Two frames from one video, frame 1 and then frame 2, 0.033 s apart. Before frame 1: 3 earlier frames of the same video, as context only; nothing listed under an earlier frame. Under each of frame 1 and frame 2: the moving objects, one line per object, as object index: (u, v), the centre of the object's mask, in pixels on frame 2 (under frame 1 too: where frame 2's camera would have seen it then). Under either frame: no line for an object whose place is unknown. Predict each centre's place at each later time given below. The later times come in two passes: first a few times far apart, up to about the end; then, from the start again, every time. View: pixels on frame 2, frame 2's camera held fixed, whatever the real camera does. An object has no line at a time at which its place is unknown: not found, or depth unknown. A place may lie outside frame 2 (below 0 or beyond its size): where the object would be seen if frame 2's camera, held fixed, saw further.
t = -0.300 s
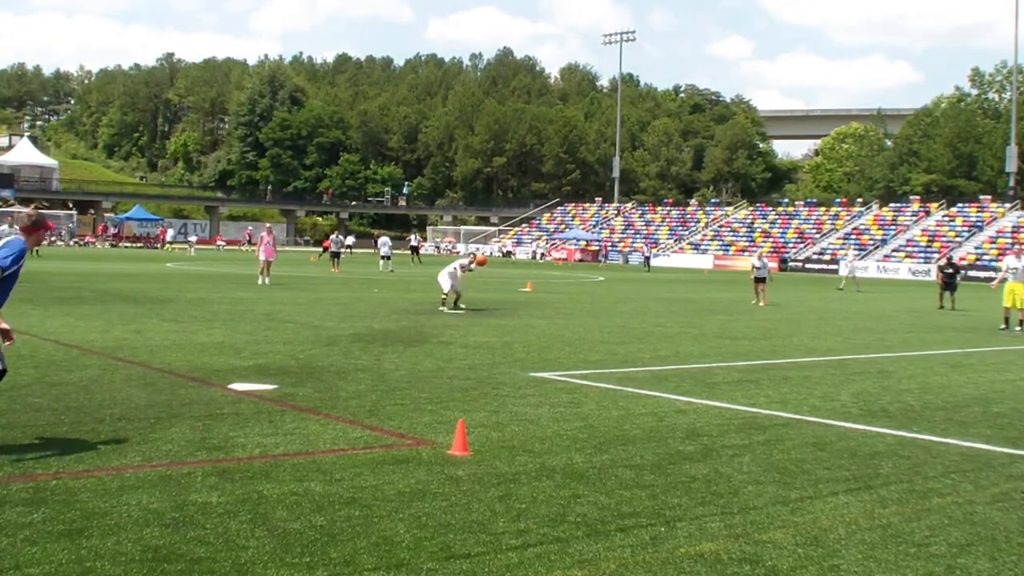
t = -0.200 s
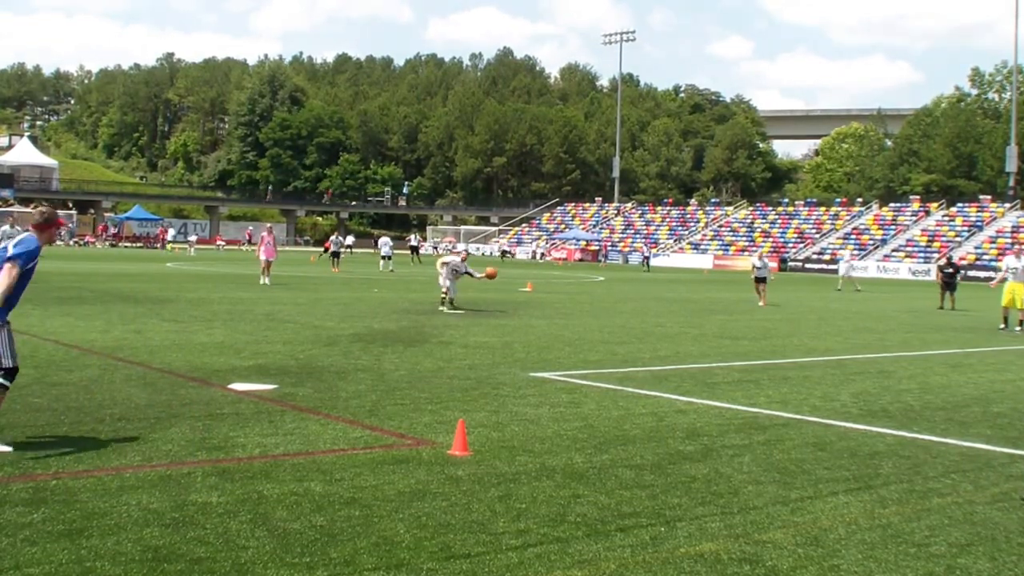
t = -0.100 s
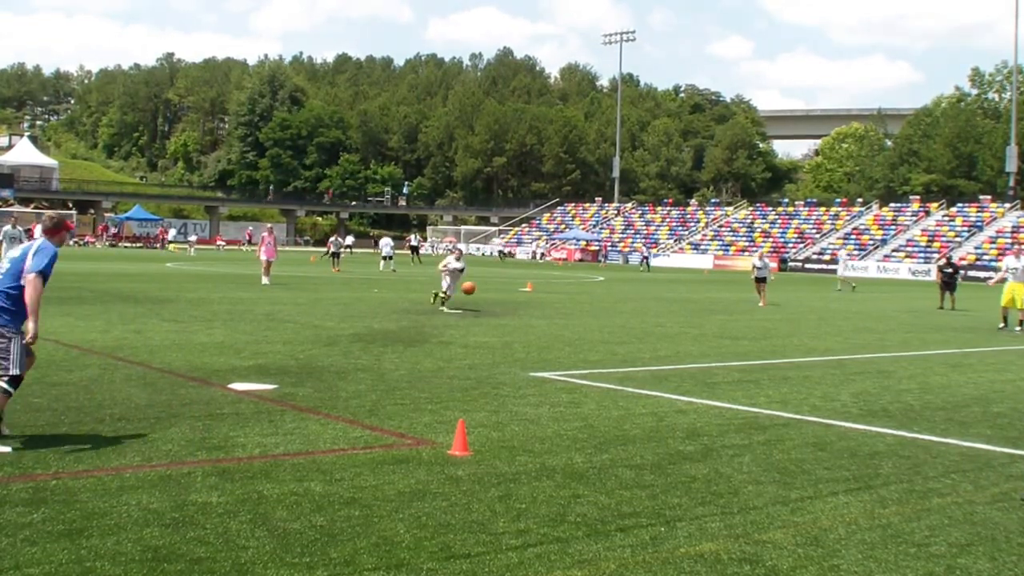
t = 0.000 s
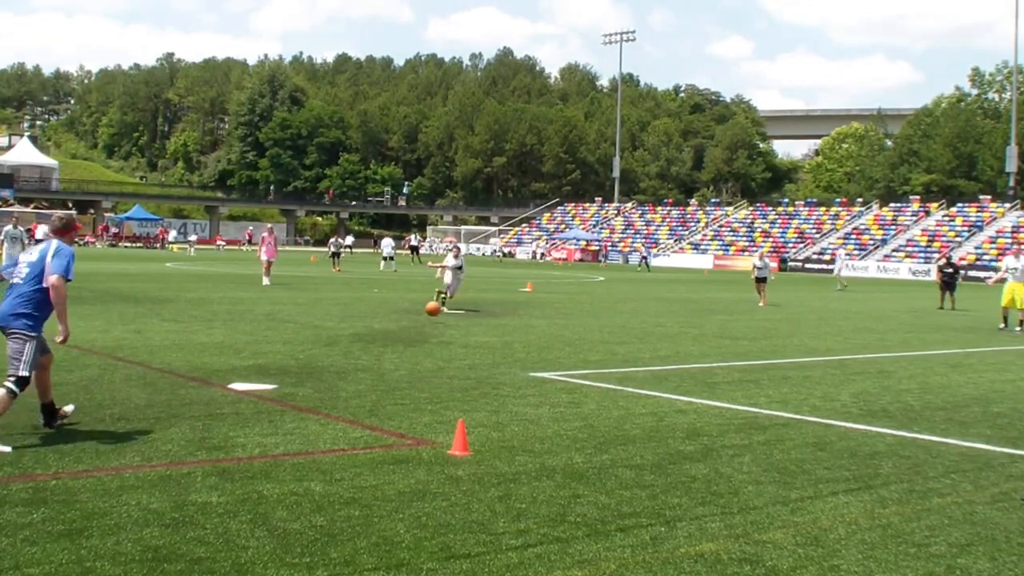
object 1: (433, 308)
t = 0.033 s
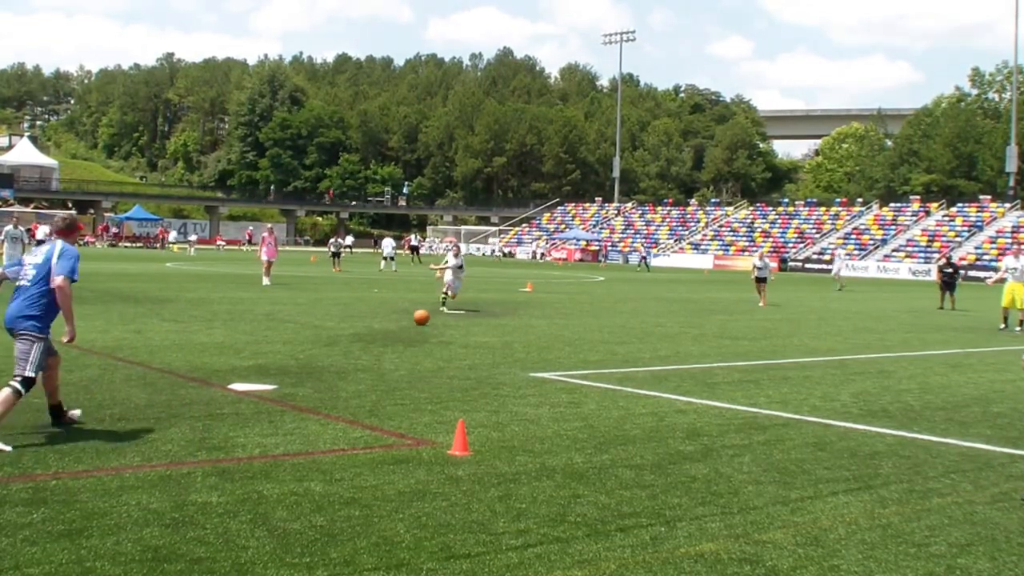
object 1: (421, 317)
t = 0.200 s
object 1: (383, 310)
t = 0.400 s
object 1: (339, 323)
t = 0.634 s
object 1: (292, 345)
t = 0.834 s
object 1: (257, 349)
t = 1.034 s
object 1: (216, 414)
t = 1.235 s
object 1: (157, 422)
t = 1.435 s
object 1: (72, 512)
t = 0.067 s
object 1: (412, 320)
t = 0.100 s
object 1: (405, 316)
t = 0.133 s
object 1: (398, 313)
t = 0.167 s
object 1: (391, 311)
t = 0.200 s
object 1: (383, 310)
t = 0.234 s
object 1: (376, 309)
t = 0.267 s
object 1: (369, 310)
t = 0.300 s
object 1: (362, 311)
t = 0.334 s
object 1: (354, 314)
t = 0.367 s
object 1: (347, 318)
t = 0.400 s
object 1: (339, 323)
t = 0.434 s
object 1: (331, 330)
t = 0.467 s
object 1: (323, 338)
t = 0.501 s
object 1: (315, 348)
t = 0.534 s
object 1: (307, 356)
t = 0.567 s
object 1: (302, 353)
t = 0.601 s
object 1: (297, 348)
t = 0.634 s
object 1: (292, 345)
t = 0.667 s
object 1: (286, 342)
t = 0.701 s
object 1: (281, 341)
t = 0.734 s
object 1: (275, 341)
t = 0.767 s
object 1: (270, 342)
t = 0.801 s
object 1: (264, 345)
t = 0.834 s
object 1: (257, 349)
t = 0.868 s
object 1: (251, 355)
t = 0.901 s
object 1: (244, 363)
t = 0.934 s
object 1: (238, 373)
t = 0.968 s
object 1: (230, 384)
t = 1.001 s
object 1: (224, 399)
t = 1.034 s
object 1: (216, 414)
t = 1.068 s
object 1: (208, 416)
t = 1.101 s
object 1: (199, 413)
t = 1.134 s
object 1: (189, 412)
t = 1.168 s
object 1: (179, 414)
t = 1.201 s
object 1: (168, 416)
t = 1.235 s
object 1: (157, 422)
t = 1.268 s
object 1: (145, 430)
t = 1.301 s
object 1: (132, 440)
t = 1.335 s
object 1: (118, 453)
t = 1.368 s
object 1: (104, 470)
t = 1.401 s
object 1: (88, 490)
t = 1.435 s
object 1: (72, 512)
